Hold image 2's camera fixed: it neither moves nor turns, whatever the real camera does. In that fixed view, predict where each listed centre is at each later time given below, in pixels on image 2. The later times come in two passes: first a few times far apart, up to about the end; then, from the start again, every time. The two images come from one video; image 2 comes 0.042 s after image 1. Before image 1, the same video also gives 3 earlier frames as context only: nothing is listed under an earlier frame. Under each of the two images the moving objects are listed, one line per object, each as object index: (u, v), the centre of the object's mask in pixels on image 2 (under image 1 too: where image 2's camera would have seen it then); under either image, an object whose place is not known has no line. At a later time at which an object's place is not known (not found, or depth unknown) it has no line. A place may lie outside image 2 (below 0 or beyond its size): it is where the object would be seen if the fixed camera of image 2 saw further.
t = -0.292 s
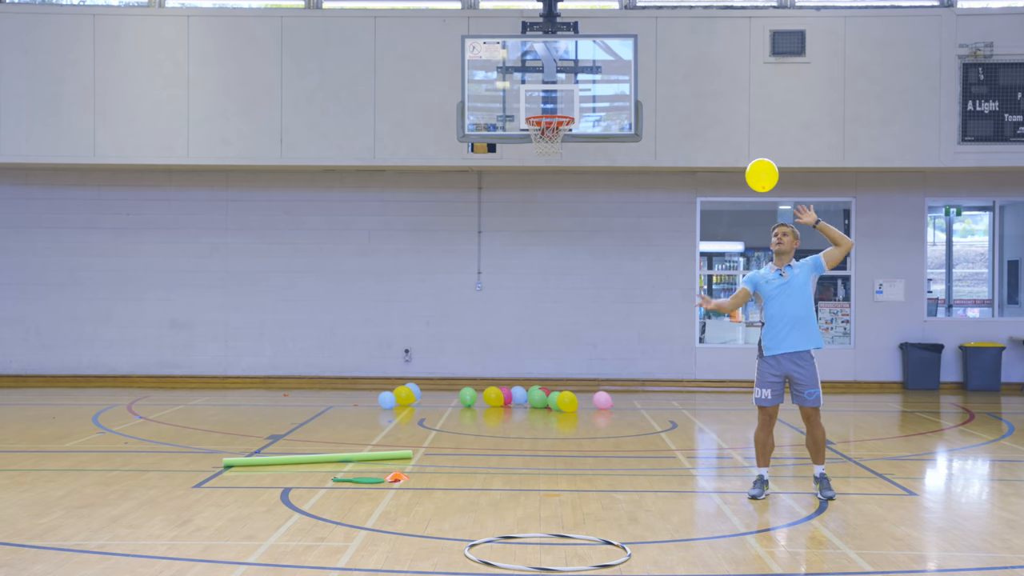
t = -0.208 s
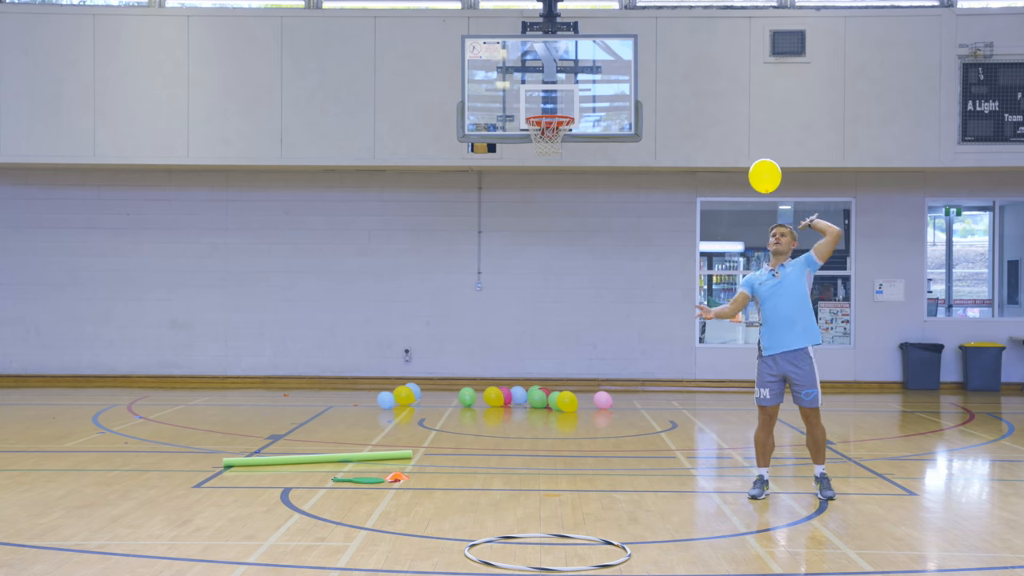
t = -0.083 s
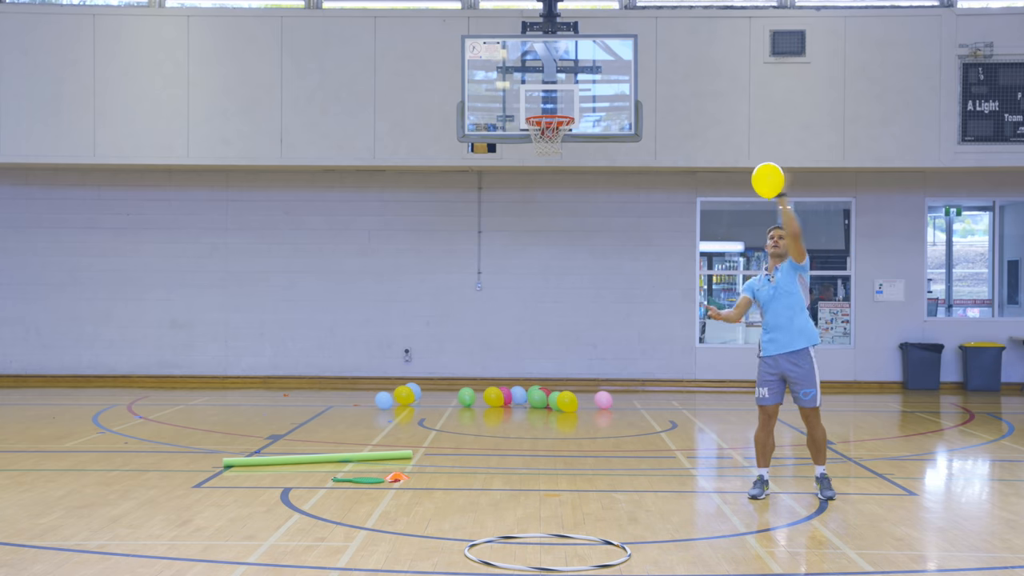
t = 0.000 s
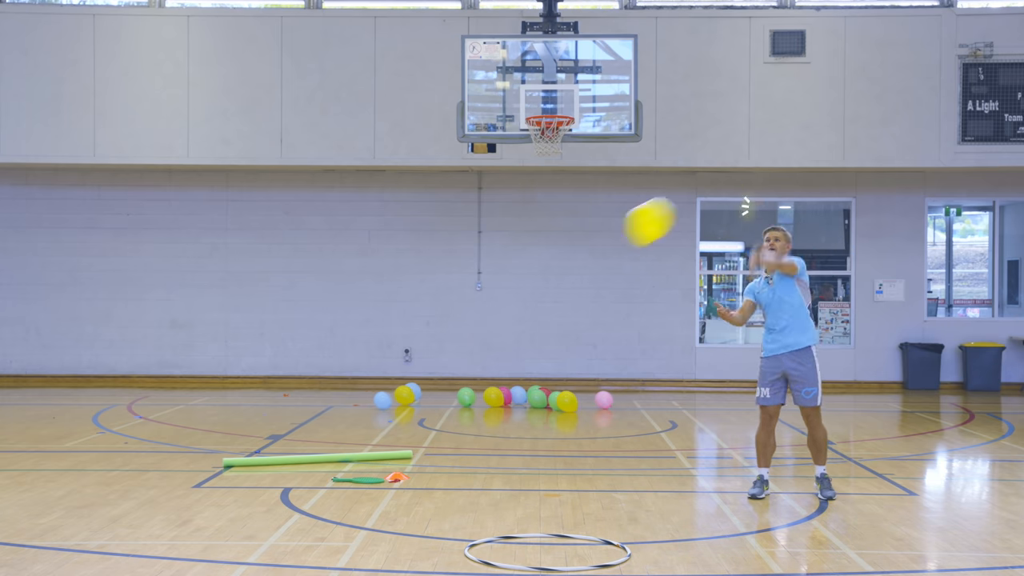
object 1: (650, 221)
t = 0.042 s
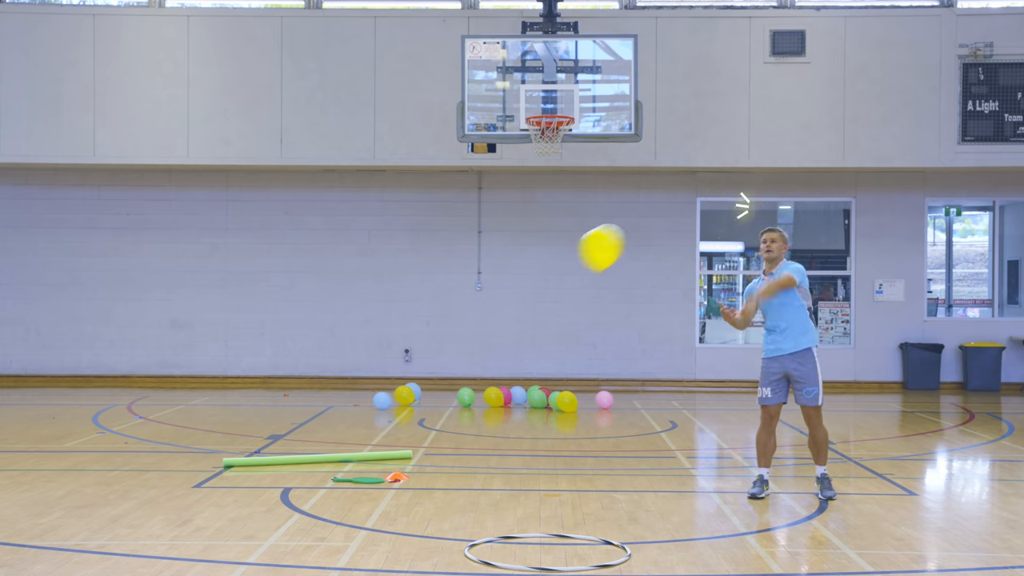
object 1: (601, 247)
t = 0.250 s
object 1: (563, 276)
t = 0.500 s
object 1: (553, 303)
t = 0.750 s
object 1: (535, 352)
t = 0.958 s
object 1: (520, 400)
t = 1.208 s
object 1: (507, 457)
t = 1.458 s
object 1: (495, 508)
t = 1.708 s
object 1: (491, 515)
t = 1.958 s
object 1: (490, 510)
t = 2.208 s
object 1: (490, 493)
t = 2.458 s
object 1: (489, 489)
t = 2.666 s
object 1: (488, 494)
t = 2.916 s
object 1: (488, 489)
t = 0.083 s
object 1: (576, 262)
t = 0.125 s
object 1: (569, 269)
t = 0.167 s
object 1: (566, 273)
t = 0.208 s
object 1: (564, 275)
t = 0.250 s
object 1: (563, 276)
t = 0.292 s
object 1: (562, 279)
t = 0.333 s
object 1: (561, 282)
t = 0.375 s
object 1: (559, 286)
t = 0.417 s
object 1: (557, 291)
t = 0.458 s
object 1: (555, 297)
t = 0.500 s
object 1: (553, 303)
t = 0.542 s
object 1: (551, 310)
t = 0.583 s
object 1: (548, 318)
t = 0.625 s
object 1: (545, 326)
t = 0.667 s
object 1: (542, 334)
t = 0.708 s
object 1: (539, 343)
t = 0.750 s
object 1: (535, 352)
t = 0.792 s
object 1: (532, 361)
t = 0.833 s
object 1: (528, 371)
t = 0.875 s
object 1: (525, 380)
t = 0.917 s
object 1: (522, 390)
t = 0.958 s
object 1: (520, 400)
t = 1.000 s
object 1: (517, 410)
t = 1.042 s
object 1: (515, 420)
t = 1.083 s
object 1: (512, 429)
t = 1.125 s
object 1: (510, 438)
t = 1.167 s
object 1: (508, 448)
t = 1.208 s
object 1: (507, 457)
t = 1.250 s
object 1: (505, 465)
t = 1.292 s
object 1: (503, 474)
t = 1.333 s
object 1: (501, 483)
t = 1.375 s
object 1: (499, 491)
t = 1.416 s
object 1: (497, 500)
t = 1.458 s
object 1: (495, 508)
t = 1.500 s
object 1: (493, 516)
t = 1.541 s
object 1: (492, 524)
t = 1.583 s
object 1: (492, 524)
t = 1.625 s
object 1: (492, 520)
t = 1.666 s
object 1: (492, 518)
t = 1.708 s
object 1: (491, 515)
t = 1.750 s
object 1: (491, 513)
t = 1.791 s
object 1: (491, 511)
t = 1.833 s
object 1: (491, 511)
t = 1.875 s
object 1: (490, 510)
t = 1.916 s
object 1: (490, 510)
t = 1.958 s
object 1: (490, 510)
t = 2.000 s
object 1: (490, 509)
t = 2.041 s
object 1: (491, 505)
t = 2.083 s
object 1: (491, 501)
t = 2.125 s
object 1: (491, 498)
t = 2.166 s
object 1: (490, 496)
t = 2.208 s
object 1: (490, 493)
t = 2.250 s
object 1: (490, 491)
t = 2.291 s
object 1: (490, 490)
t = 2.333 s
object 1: (490, 489)
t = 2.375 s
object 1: (490, 489)
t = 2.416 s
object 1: (490, 489)
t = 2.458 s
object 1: (489, 489)
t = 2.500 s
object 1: (489, 490)
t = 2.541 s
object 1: (489, 491)
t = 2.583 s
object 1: (489, 493)
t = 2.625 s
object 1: (488, 495)
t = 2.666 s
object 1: (488, 494)
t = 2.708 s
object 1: (488, 493)
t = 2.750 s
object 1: (488, 492)
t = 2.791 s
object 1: (488, 492)
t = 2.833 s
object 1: (488, 492)
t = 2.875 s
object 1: (488, 490)
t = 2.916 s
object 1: (488, 489)
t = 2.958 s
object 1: (487, 488)
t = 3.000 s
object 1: (487, 488)
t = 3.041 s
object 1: (487, 488)
